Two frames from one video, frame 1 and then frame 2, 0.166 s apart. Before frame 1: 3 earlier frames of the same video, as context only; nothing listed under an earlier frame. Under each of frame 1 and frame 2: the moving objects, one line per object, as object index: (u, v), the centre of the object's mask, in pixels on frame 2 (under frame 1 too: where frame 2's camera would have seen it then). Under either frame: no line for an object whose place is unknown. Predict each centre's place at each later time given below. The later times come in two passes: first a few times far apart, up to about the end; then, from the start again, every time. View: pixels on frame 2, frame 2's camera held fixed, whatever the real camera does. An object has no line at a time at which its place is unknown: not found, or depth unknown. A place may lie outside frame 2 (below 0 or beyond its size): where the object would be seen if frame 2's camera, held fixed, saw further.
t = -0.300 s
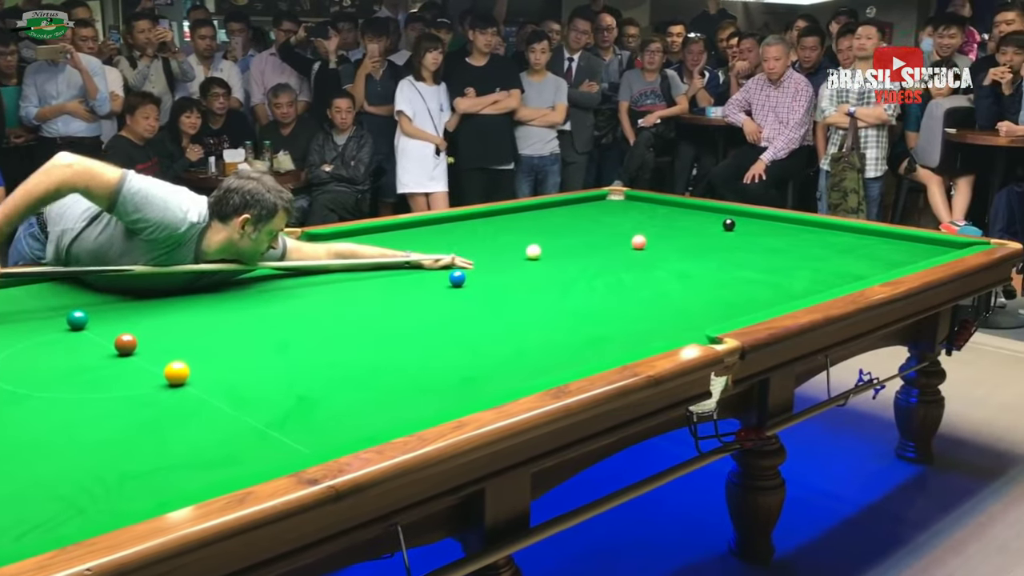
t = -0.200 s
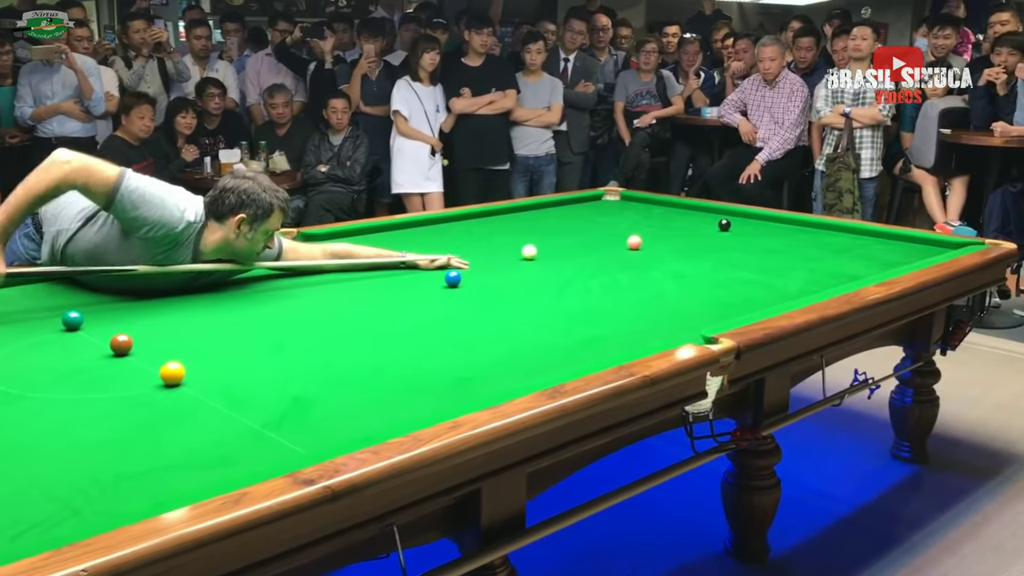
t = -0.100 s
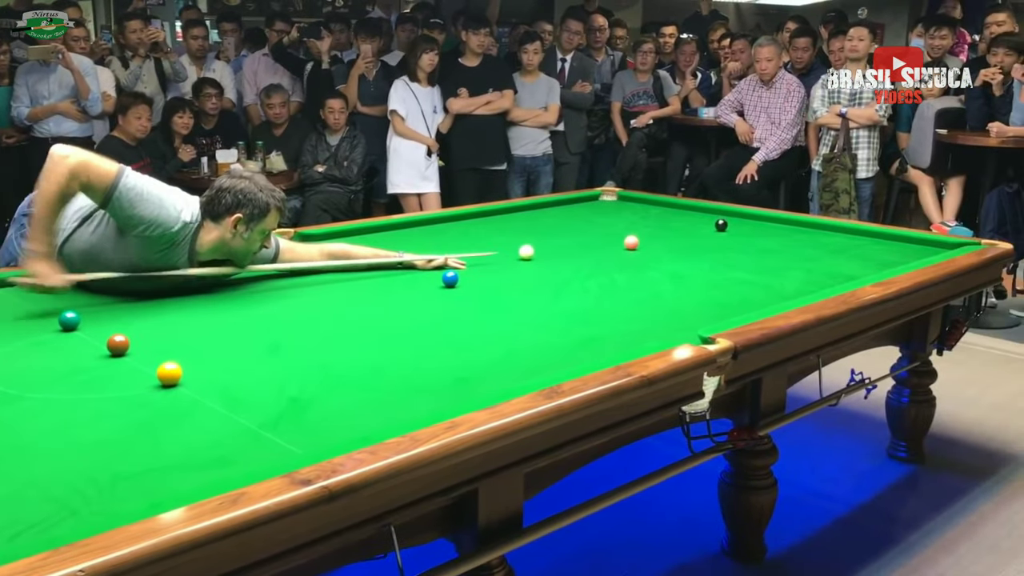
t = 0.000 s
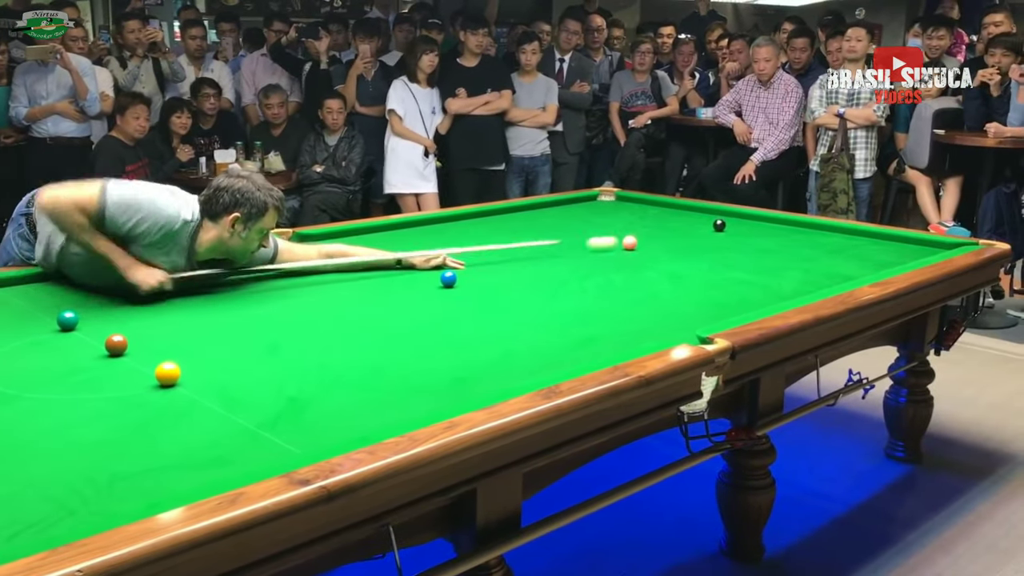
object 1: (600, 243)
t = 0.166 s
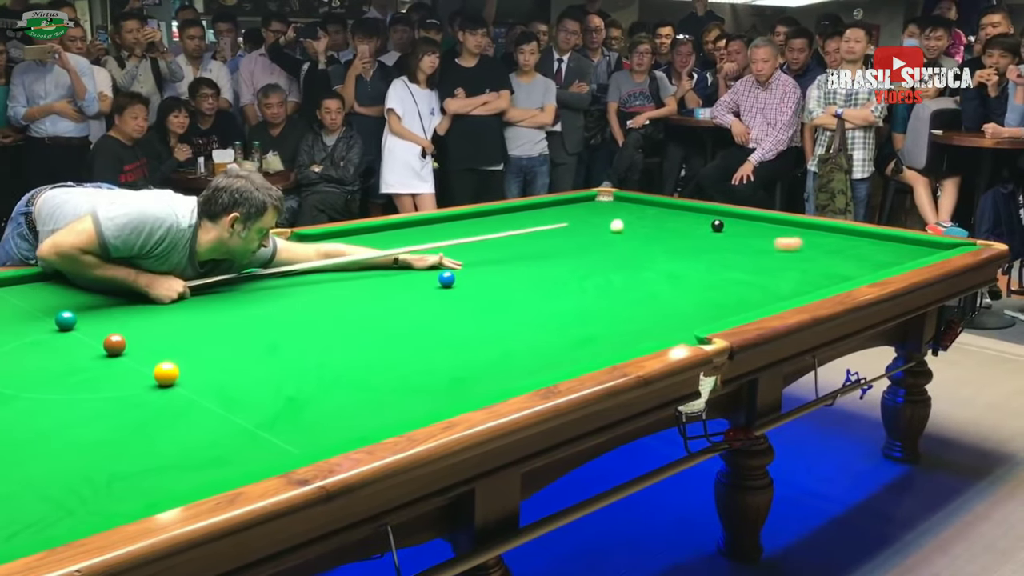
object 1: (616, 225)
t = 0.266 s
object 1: (624, 217)
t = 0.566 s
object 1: (615, 200)
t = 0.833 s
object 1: (566, 207)
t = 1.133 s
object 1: (553, 222)
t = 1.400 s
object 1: (539, 239)
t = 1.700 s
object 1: (521, 261)
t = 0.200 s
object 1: (619, 223)
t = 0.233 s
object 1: (621, 220)
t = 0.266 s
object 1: (624, 217)
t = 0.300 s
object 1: (626, 214)
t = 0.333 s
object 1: (629, 212)
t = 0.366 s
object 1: (631, 209)
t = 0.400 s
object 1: (633, 207)
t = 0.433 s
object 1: (636, 205)
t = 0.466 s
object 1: (638, 202)
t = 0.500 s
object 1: (640, 200)
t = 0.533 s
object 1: (629, 199)
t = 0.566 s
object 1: (615, 200)
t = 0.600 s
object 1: (602, 199)
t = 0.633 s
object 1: (588, 199)
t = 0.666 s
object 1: (576, 200)
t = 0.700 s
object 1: (569, 200)
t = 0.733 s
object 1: (569, 202)
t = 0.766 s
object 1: (568, 204)
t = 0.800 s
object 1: (567, 206)
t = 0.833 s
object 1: (566, 207)
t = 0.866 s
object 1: (565, 209)
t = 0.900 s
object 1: (563, 210)
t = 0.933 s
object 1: (562, 212)
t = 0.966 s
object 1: (561, 213)
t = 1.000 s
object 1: (559, 215)
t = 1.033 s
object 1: (558, 217)
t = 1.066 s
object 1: (556, 219)
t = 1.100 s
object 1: (555, 221)
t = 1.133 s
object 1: (553, 222)
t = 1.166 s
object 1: (551, 223)
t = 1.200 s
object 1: (550, 226)
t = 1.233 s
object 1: (548, 229)
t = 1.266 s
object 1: (546, 231)
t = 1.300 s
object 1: (545, 233)
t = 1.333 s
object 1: (543, 235)
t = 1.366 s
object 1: (541, 237)
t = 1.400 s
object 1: (539, 239)
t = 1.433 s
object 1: (537, 241)
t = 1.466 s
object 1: (535, 243)
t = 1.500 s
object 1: (534, 245)
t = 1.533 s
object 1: (532, 248)
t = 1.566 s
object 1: (530, 251)
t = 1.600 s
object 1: (527, 253)
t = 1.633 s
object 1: (525, 255)
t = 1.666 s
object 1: (523, 258)
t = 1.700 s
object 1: (521, 261)
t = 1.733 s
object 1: (518, 263)
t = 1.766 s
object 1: (516, 266)
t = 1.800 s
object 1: (513, 269)
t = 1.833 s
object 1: (511, 272)
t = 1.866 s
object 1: (508, 275)
